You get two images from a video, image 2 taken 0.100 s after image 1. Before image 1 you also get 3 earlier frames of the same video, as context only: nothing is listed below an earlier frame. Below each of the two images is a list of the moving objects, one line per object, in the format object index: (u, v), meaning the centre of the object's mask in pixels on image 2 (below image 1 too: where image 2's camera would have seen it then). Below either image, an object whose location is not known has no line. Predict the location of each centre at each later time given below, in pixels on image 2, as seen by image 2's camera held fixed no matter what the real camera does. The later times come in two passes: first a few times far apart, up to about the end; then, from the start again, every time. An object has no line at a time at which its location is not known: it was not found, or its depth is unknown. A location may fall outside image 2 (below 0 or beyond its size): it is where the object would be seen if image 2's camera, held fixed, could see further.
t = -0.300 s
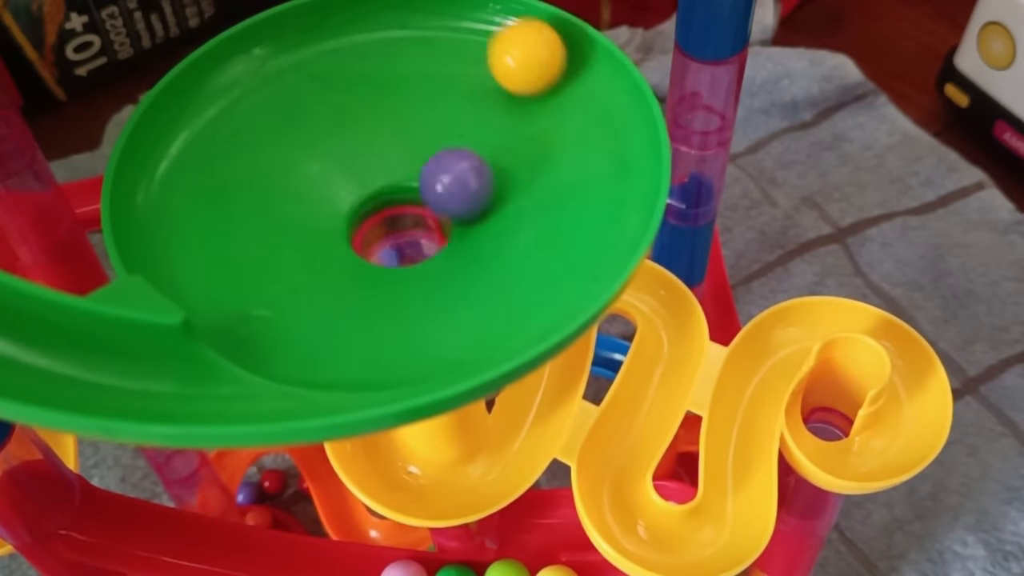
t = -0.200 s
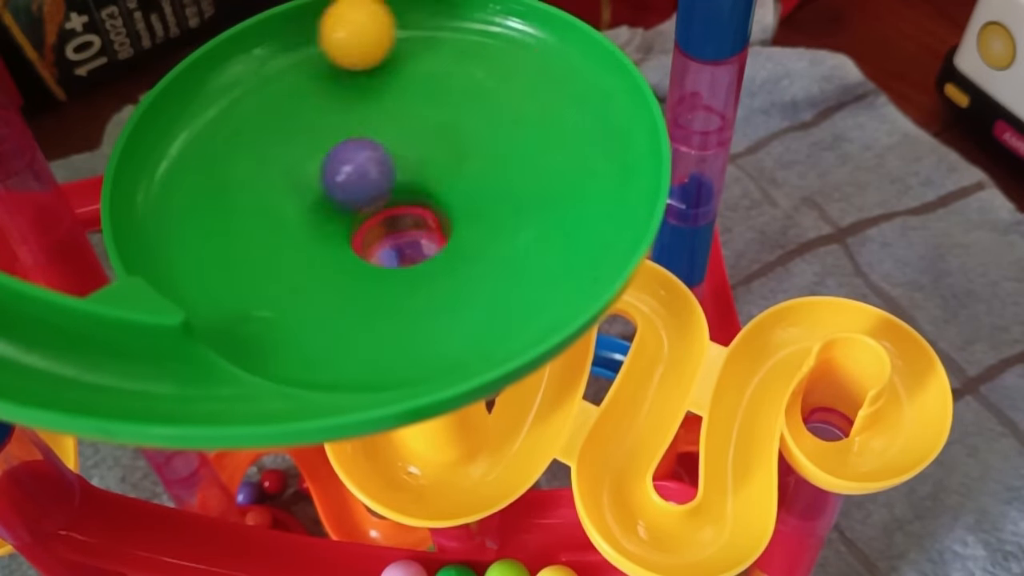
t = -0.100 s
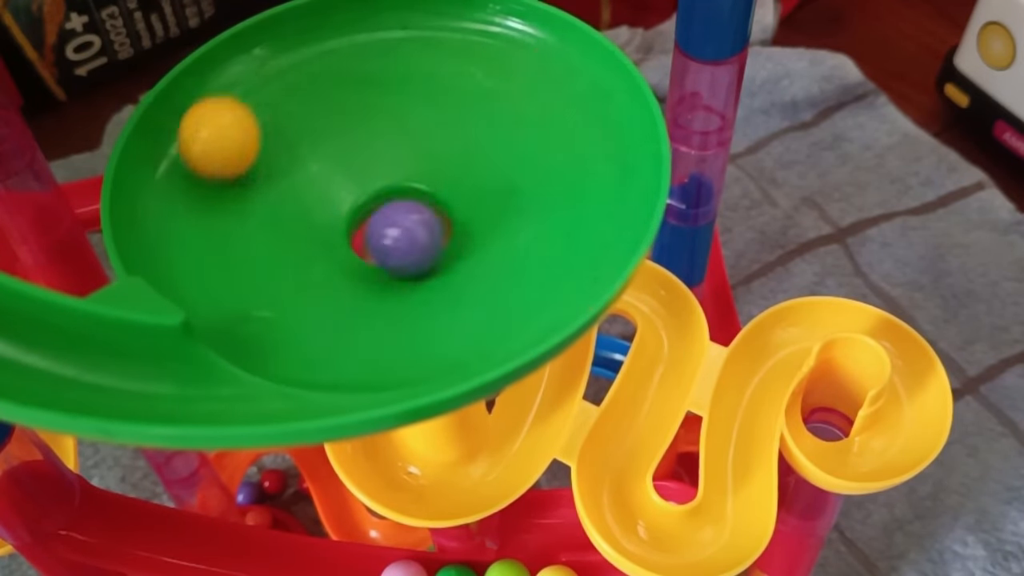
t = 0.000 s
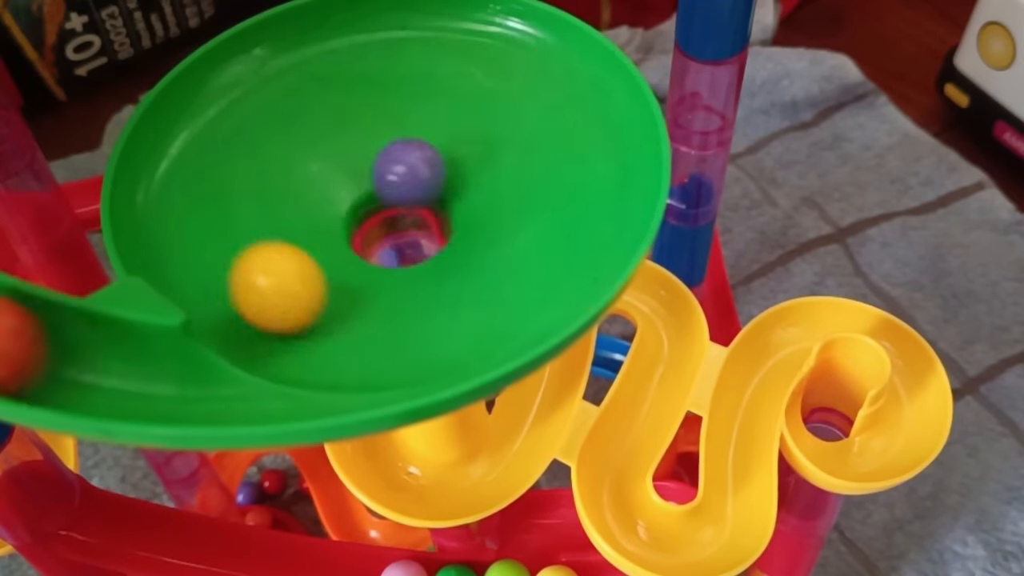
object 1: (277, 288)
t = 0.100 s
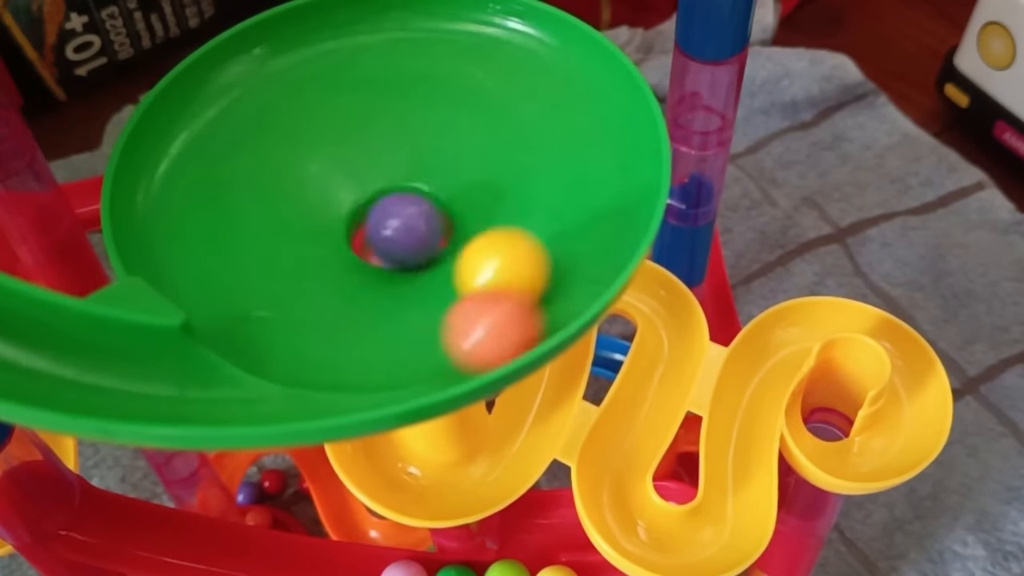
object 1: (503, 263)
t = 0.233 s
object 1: (536, 50)
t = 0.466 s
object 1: (164, 197)
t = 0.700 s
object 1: (526, 267)
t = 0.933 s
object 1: (387, 69)
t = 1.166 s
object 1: (307, 303)
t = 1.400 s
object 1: (477, 112)
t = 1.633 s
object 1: (390, 272)
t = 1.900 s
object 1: (343, 155)
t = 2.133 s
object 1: (476, 190)
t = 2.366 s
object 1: (357, 254)
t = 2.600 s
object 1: (349, 149)
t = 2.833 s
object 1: (462, 171)
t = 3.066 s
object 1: (419, 193)
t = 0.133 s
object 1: (547, 215)
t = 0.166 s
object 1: (576, 163)
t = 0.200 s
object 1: (579, 66)
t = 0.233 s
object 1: (536, 50)
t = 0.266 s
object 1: (488, 36)
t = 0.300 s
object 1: (438, 34)
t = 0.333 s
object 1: (332, 48)
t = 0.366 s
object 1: (282, 68)
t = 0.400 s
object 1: (237, 94)
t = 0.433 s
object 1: (175, 160)
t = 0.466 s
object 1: (164, 197)
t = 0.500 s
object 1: (167, 234)
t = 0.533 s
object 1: (220, 298)
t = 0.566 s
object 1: (263, 321)
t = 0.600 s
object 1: (316, 333)
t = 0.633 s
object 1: (433, 320)
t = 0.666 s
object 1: (484, 298)
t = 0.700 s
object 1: (526, 267)
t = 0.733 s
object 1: (556, 230)
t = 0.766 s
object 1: (574, 156)
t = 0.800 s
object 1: (563, 124)
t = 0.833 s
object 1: (542, 97)
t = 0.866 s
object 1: (475, 66)
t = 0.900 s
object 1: (433, 63)
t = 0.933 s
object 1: (387, 69)
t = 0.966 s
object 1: (293, 104)
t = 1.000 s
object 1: (254, 132)
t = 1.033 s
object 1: (227, 164)
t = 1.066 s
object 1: (216, 199)
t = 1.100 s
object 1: (238, 265)
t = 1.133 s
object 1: (268, 288)
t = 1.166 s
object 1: (307, 303)
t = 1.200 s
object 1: (401, 303)
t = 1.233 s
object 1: (446, 287)
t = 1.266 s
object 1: (483, 262)
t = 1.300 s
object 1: (521, 197)
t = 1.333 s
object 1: (519, 163)
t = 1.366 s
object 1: (504, 134)
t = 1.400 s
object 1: (477, 112)
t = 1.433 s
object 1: (403, 96)
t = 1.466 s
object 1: (363, 104)
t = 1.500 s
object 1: (326, 122)
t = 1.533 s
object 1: (283, 183)
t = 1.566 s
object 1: (287, 217)
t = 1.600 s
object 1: (309, 246)
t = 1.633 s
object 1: (390, 272)
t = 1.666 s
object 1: (435, 266)
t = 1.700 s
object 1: (472, 250)
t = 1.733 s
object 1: (498, 228)
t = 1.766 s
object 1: (509, 178)
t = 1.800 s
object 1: (494, 157)
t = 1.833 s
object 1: (467, 141)
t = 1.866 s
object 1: (385, 139)
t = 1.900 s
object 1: (343, 155)
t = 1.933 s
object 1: (312, 177)
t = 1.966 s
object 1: (301, 227)
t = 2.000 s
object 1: (321, 246)
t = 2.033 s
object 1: (355, 256)
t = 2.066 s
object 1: (396, 254)
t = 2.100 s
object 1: (463, 217)
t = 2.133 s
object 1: (476, 190)
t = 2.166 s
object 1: (472, 165)
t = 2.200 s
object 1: (428, 137)
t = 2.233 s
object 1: (394, 140)
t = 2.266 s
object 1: (360, 155)
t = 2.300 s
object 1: (327, 208)
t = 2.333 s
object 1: (336, 233)
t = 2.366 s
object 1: (357, 254)
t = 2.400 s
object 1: (386, 258)
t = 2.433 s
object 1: (436, 237)
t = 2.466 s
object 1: (454, 217)
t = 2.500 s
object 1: (457, 190)
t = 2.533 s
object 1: (411, 146)
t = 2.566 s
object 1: (378, 141)
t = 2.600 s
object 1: (349, 149)
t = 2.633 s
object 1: (322, 191)
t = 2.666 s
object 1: (335, 217)
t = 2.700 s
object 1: (367, 235)
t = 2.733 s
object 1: (407, 237)
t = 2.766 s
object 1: (465, 205)
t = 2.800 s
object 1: (471, 186)
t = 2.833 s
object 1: (462, 171)
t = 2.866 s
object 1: (403, 170)
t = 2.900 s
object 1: (368, 193)
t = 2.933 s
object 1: (366, 221)
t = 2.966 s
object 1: (414, 232)
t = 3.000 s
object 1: (433, 220)
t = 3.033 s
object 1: (437, 204)
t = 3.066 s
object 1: (419, 193)
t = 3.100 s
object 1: (383, 213)
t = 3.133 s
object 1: (408, 233)
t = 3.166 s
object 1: (401, 245)
